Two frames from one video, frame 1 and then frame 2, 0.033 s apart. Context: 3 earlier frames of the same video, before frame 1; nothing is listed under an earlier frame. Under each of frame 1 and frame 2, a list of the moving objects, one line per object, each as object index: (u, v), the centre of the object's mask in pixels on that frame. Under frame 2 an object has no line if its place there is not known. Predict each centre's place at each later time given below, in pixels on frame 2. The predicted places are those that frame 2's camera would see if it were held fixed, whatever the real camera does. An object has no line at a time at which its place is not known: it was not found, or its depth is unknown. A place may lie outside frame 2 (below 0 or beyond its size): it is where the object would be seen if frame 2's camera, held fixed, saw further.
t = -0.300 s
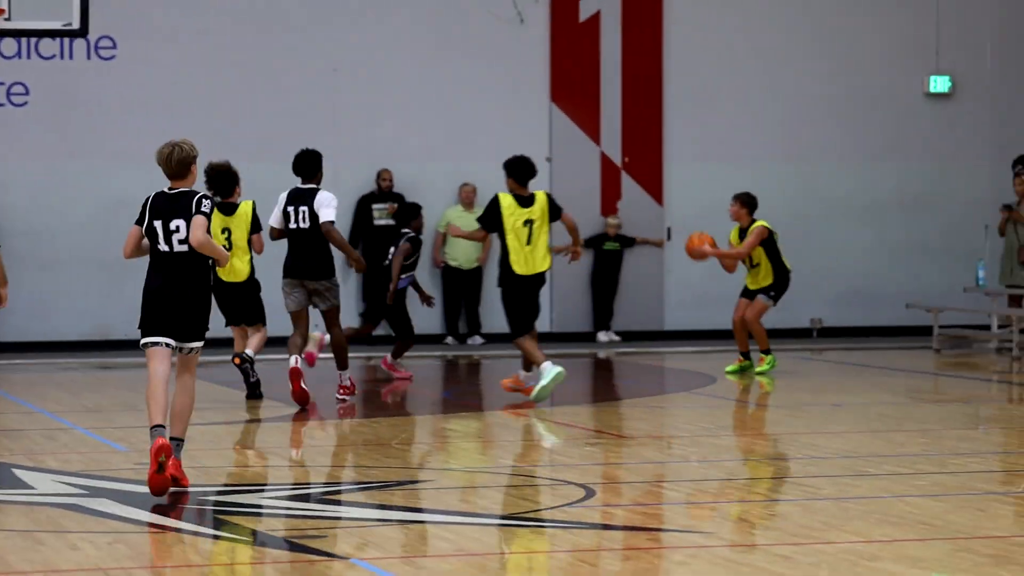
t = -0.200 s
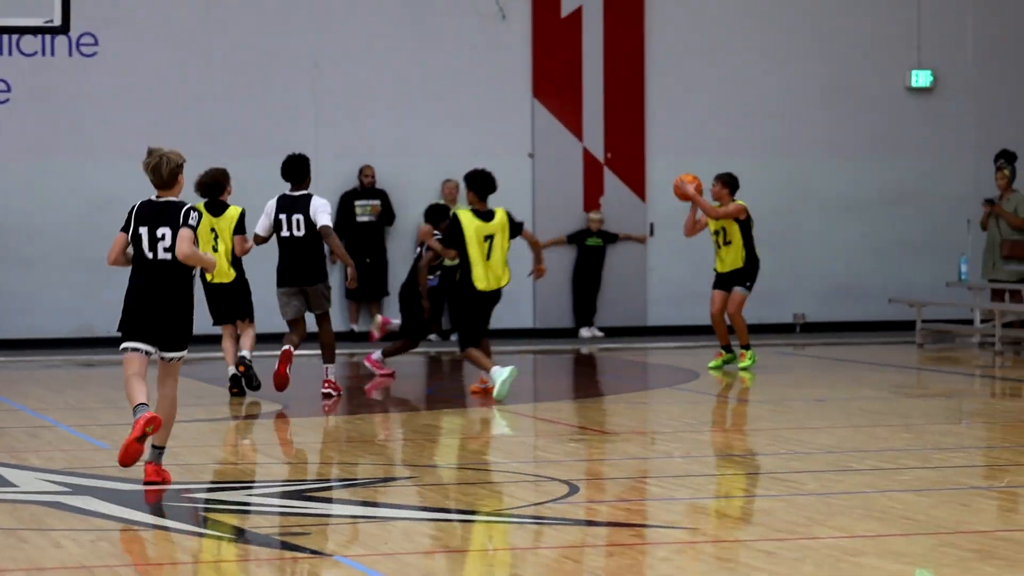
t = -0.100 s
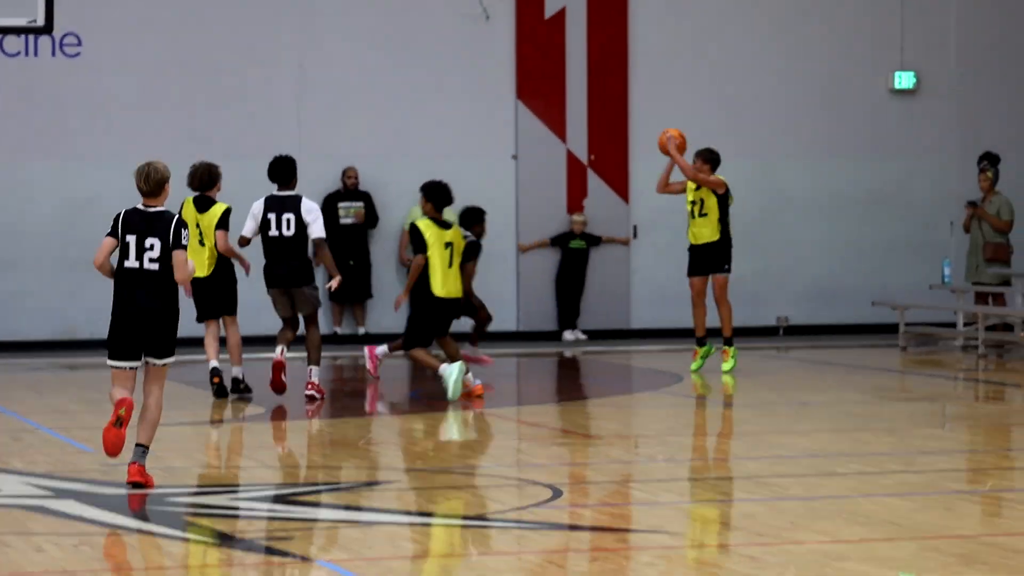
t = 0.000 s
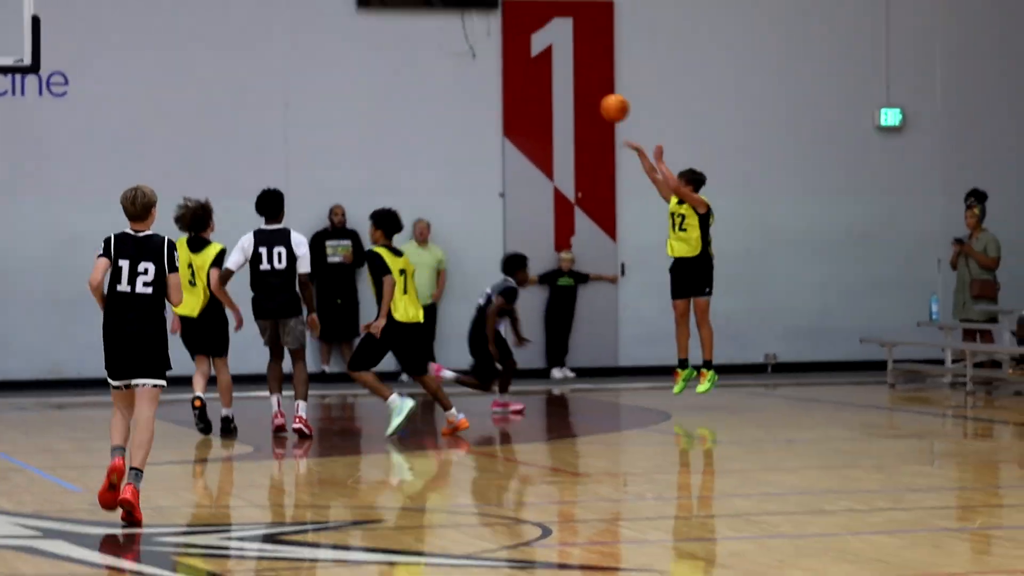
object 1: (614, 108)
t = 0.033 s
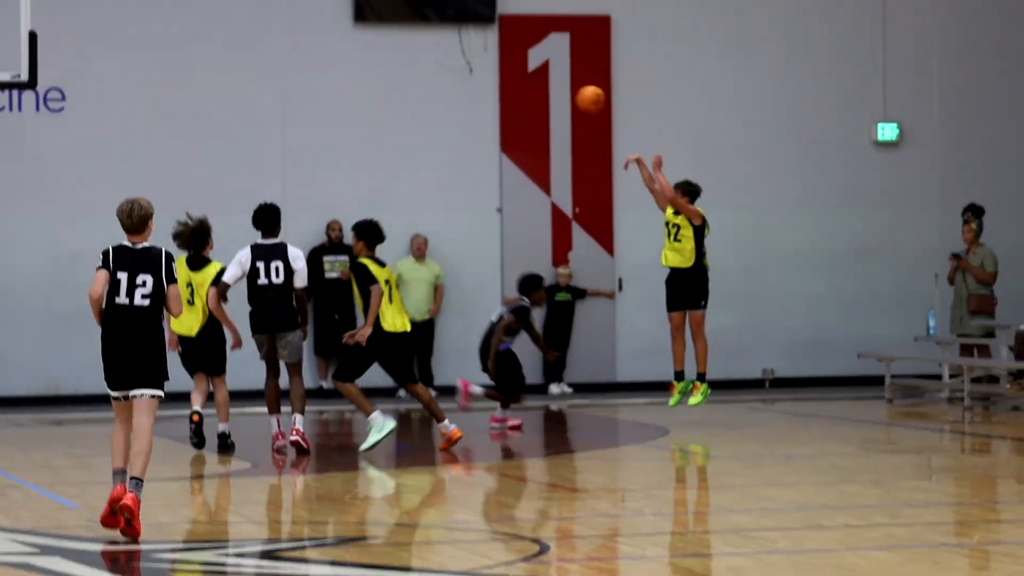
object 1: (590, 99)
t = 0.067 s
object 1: (570, 76)
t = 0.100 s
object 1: (550, 55)
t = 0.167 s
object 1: (507, 16)
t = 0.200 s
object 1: (485, -1)
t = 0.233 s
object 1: (463, -16)
